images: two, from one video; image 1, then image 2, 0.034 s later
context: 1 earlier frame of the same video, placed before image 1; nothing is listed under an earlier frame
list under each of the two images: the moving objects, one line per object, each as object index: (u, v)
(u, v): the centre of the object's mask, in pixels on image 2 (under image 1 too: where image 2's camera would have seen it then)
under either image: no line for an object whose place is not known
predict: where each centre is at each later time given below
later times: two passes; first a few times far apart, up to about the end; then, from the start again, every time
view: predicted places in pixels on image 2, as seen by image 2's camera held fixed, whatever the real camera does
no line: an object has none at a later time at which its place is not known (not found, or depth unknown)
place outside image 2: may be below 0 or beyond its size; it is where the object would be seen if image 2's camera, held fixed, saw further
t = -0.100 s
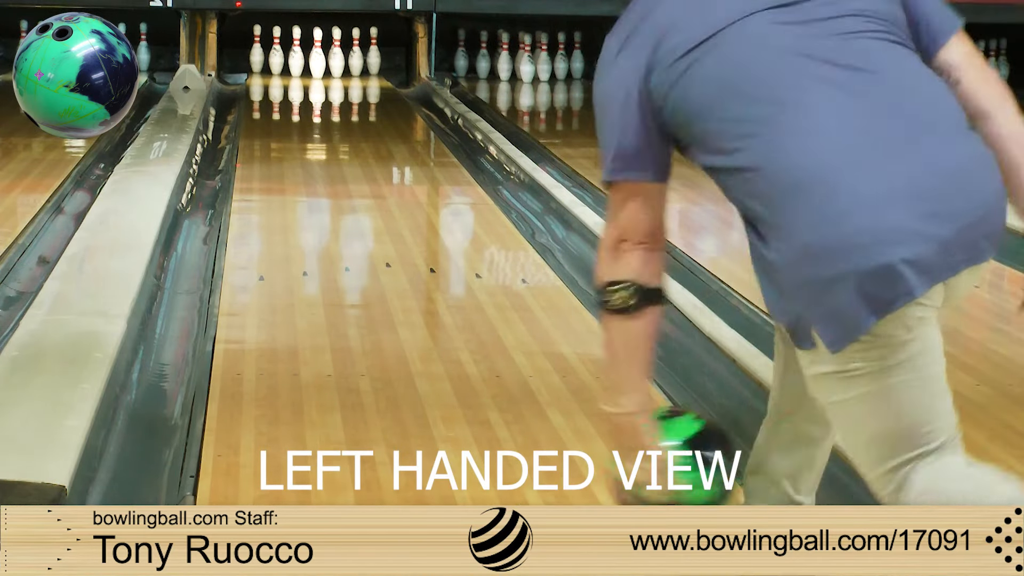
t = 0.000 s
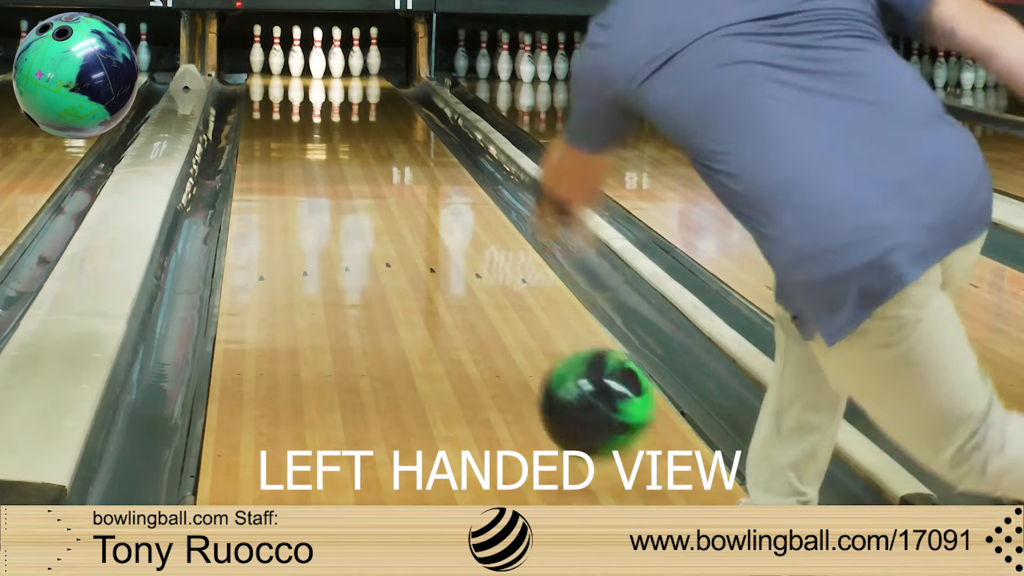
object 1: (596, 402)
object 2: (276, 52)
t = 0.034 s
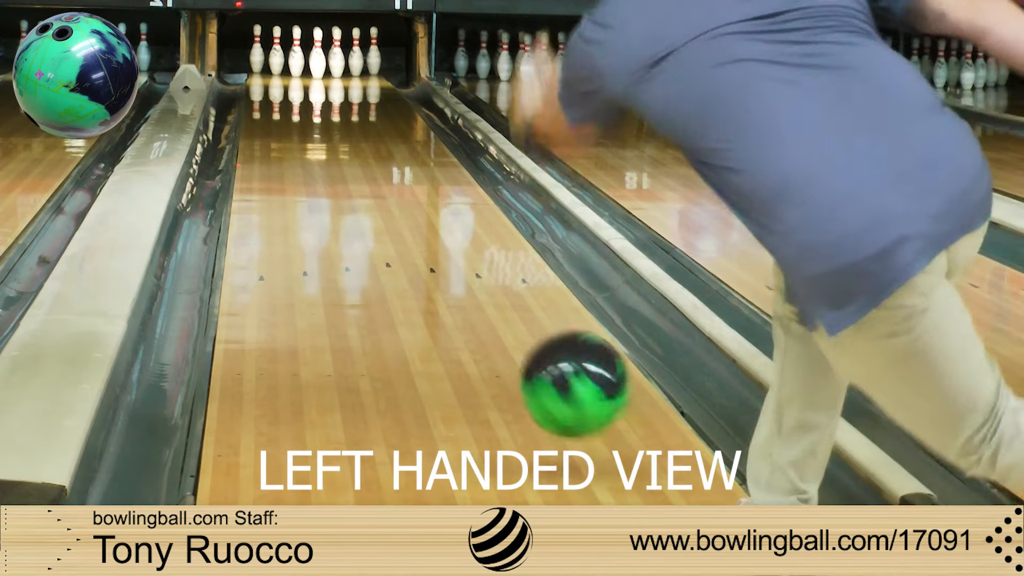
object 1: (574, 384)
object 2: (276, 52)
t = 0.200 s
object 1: (490, 343)
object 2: (276, 52)
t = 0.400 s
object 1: (422, 277)
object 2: (276, 52)
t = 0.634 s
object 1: (371, 225)
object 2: (276, 52)
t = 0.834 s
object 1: (338, 188)
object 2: (276, 52)
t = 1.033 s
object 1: (314, 161)
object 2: (276, 52)
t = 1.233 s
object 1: (296, 139)
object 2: (276, 52)
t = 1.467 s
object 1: (280, 118)
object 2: (276, 52)
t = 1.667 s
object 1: (272, 104)
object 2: (276, 52)
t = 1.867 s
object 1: (268, 92)
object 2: (276, 52)
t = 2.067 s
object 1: (273, 83)
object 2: (277, 49)
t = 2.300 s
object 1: (286, 72)
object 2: (276, 46)
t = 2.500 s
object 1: (303, 66)
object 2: (276, 52)
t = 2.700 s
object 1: (312, 63)
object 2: (265, 53)
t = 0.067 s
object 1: (555, 371)
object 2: (276, 52)
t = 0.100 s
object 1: (537, 365)
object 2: (276, 52)
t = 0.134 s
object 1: (520, 364)
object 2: (276, 52)
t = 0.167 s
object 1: (505, 359)
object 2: (276, 52)
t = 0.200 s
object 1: (490, 343)
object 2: (276, 52)
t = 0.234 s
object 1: (476, 332)
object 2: (276, 52)
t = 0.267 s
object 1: (464, 319)
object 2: (277, 52)
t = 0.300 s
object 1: (452, 308)
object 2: (276, 52)
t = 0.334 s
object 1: (442, 296)
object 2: (276, 52)
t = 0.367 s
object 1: (431, 287)
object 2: (276, 52)
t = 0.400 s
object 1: (422, 277)
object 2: (276, 52)
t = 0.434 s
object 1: (413, 267)
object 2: (276, 52)
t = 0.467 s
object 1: (404, 258)
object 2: (276, 52)
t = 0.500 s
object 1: (396, 250)
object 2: (276, 52)
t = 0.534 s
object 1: (388, 243)
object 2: (276, 52)
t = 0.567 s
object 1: (381, 236)
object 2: (277, 52)
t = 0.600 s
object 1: (375, 229)
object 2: (276, 52)
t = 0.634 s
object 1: (371, 225)
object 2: (276, 52)
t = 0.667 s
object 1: (365, 218)
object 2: (276, 52)
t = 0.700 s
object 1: (359, 211)
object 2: (276, 52)
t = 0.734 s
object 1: (353, 206)
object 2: (276, 52)
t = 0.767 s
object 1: (348, 200)
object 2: (276, 52)
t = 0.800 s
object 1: (342, 194)
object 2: (276, 52)
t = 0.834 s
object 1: (338, 188)
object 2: (276, 52)
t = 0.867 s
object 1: (334, 184)
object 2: (276, 52)
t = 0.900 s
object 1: (330, 179)
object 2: (276, 52)
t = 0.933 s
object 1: (325, 174)
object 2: (276, 52)
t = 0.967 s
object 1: (321, 170)
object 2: (276, 52)
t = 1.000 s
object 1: (317, 165)
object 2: (276, 52)
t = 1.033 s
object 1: (314, 161)
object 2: (276, 52)
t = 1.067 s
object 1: (311, 158)
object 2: (276, 52)
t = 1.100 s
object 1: (307, 154)
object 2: (276, 52)
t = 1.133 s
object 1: (304, 150)
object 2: (276, 52)
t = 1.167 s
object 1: (301, 146)
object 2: (276, 52)
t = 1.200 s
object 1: (298, 143)
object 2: (276, 52)
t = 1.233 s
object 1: (296, 139)
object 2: (276, 52)
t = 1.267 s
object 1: (293, 136)
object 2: (276, 52)
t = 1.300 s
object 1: (291, 132)
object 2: (276, 52)
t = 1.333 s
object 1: (288, 130)
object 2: (276, 52)
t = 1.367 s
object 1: (287, 127)
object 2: (276, 52)
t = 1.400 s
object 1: (284, 123)
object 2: (276, 52)
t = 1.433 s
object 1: (283, 120)
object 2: (276, 52)
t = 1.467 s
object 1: (280, 118)
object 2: (276, 52)
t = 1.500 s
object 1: (279, 116)
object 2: (276, 52)
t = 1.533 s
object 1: (277, 113)
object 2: (276, 52)
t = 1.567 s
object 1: (275, 110)
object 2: (276, 52)
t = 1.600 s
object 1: (274, 108)
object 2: (276, 52)
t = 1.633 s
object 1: (273, 105)
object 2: (276, 52)
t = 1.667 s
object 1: (272, 104)
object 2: (276, 52)
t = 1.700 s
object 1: (270, 101)
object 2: (276, 52)
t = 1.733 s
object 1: (270, 99)
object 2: (276, 52)
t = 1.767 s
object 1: (269, 97)
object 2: (276, 52)
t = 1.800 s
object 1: (269, 96)
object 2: (276, 52)
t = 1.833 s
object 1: (269, 94)
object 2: (276, 52)
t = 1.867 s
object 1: (268, 92)
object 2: (276, 52)
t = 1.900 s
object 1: (268, 89)
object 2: (276, 52)
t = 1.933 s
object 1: (269, 88)
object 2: (276, 52)
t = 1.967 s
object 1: (270, 87)
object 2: (276, 51)
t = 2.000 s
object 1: (271, 85)
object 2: (277, 50)
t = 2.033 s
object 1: (272, 83)
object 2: (277, 49)
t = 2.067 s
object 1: (273, 83)
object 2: (277, 49)
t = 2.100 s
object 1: (274, 81)
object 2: (277, 48)
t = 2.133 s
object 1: (275, 80)
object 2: (276, 47)
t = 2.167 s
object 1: (277, 78)
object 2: (276, 47)
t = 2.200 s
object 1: (278, 77)
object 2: (276, 46)
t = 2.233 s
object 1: (281, 75)
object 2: (276, 46)
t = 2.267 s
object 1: (283, 74)
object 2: (276, 46)
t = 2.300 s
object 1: (286, 72)
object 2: (276, 46)
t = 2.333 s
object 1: (288, 72)
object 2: (276, 48)
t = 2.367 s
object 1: (291, 70)
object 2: (276, 50)
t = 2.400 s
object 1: (294, 69)
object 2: (276, 51)
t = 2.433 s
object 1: (297, 68)
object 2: (276, 52)
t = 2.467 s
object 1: (300, 67)
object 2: (276, 52)
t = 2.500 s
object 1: (303, 66)
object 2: (276, 52)
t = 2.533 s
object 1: (307, 65)
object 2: (276, 52)
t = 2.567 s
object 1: (308, 65)
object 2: (276, 52)
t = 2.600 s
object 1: (307, 64)
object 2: (276, 52)
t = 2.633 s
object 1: (309, 64)
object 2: (275, 51)
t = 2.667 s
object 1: (311, 63)
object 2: (270, 51)
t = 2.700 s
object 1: (312, 63)
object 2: (265, 53)
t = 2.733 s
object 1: (312, 62)
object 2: (261, 52)
